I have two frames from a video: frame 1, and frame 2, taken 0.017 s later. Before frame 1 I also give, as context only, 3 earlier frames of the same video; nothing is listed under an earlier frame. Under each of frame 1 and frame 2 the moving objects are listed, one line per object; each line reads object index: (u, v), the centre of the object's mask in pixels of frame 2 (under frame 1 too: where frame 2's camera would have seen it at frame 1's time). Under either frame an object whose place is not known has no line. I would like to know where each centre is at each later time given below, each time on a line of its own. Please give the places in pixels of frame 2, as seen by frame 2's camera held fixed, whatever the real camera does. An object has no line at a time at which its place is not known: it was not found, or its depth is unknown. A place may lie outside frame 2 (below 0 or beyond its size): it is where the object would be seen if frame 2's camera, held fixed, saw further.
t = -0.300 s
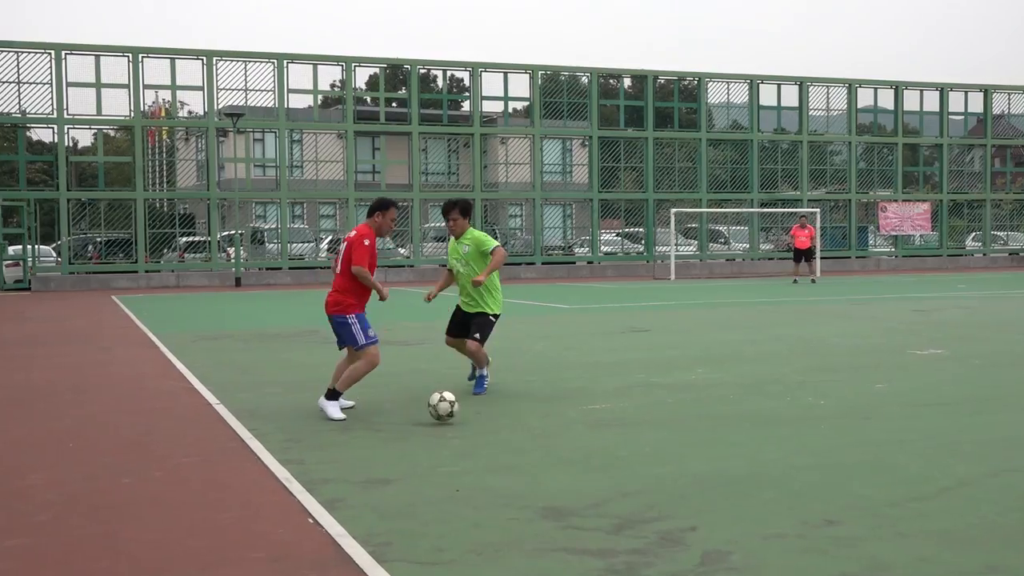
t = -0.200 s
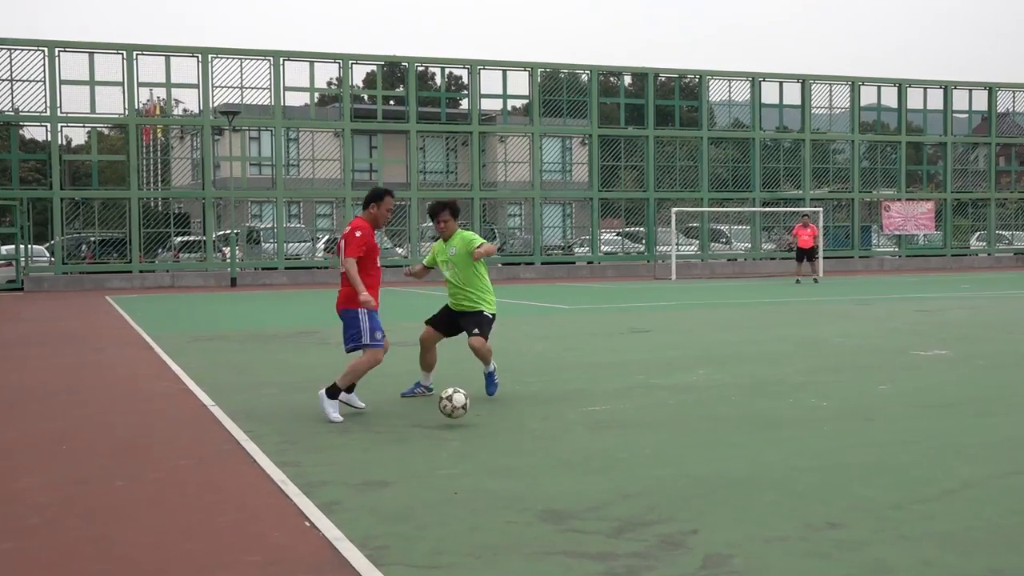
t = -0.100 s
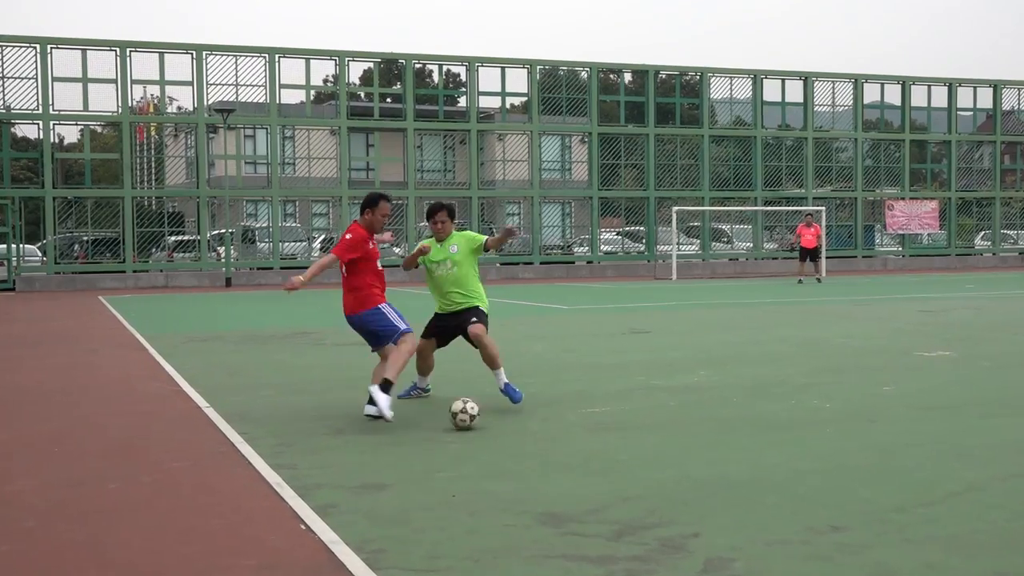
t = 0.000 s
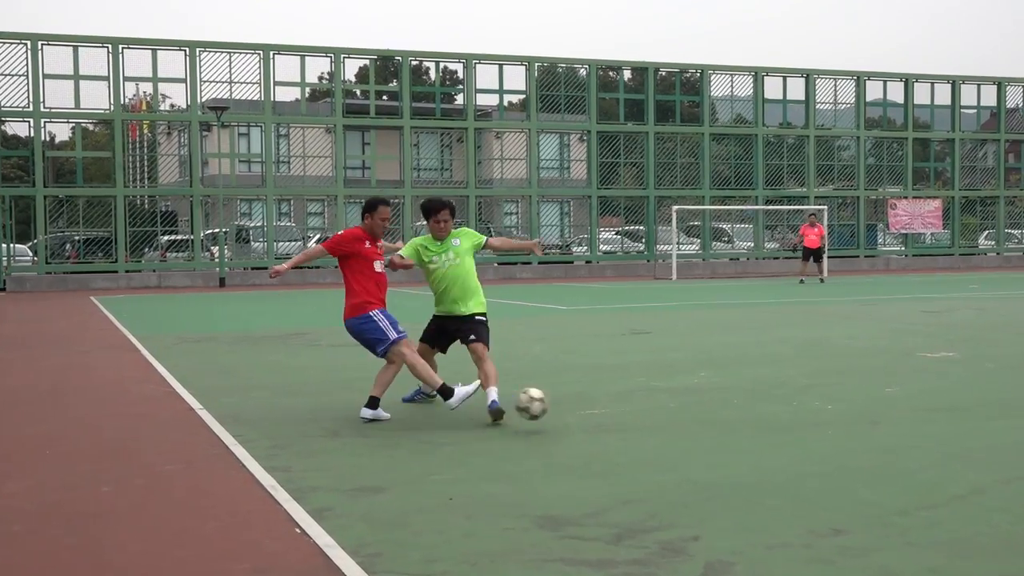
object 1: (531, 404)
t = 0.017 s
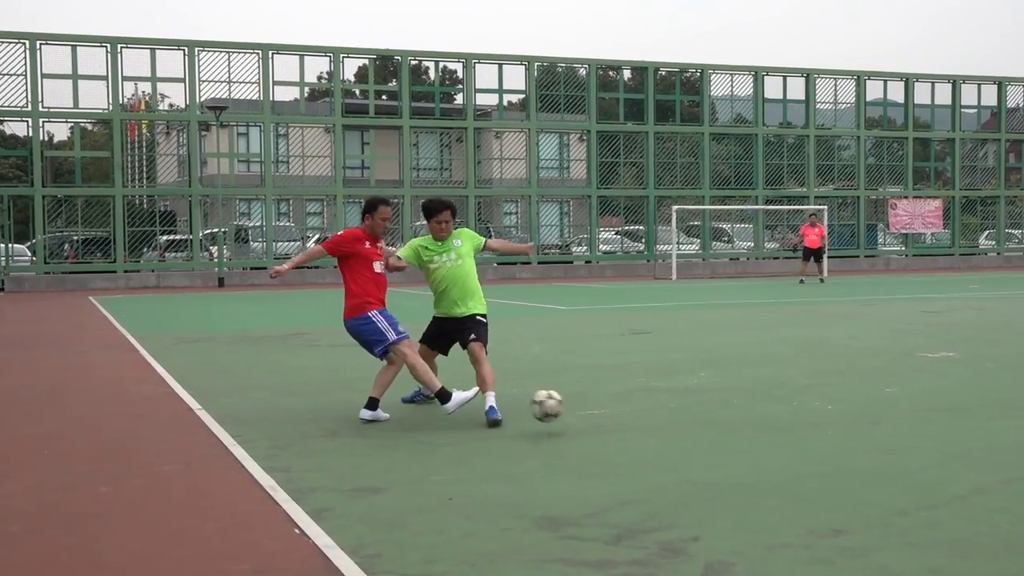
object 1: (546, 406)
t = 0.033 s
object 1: (562, 408)
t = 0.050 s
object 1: (578, 410)
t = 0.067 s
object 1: (594, 413)
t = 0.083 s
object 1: (612, 417)
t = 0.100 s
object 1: (628, 421)
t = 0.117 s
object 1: (647, 426)
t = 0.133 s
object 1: (664, 431)
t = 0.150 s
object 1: (678, 430)
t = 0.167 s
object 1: (692, 429)
